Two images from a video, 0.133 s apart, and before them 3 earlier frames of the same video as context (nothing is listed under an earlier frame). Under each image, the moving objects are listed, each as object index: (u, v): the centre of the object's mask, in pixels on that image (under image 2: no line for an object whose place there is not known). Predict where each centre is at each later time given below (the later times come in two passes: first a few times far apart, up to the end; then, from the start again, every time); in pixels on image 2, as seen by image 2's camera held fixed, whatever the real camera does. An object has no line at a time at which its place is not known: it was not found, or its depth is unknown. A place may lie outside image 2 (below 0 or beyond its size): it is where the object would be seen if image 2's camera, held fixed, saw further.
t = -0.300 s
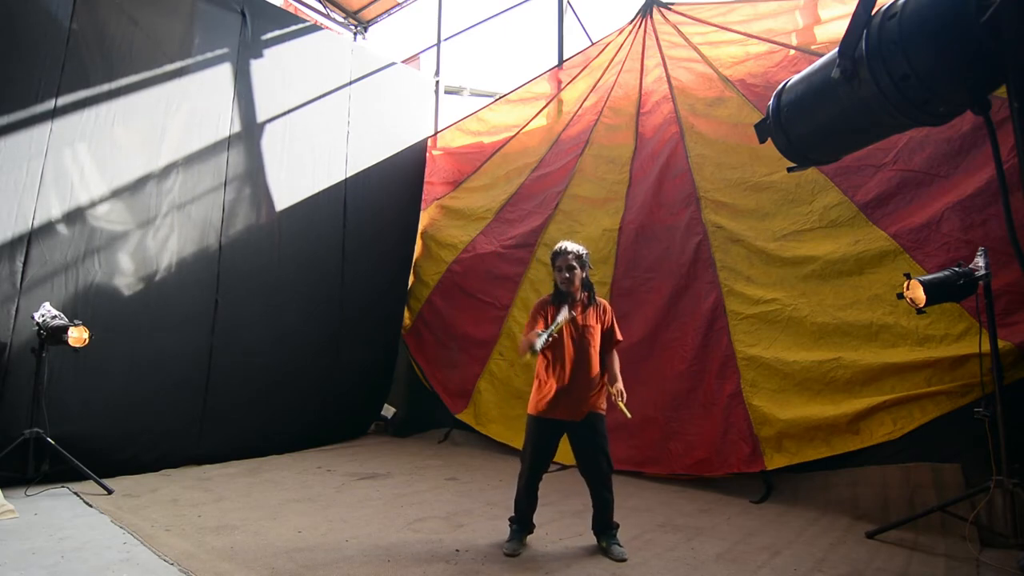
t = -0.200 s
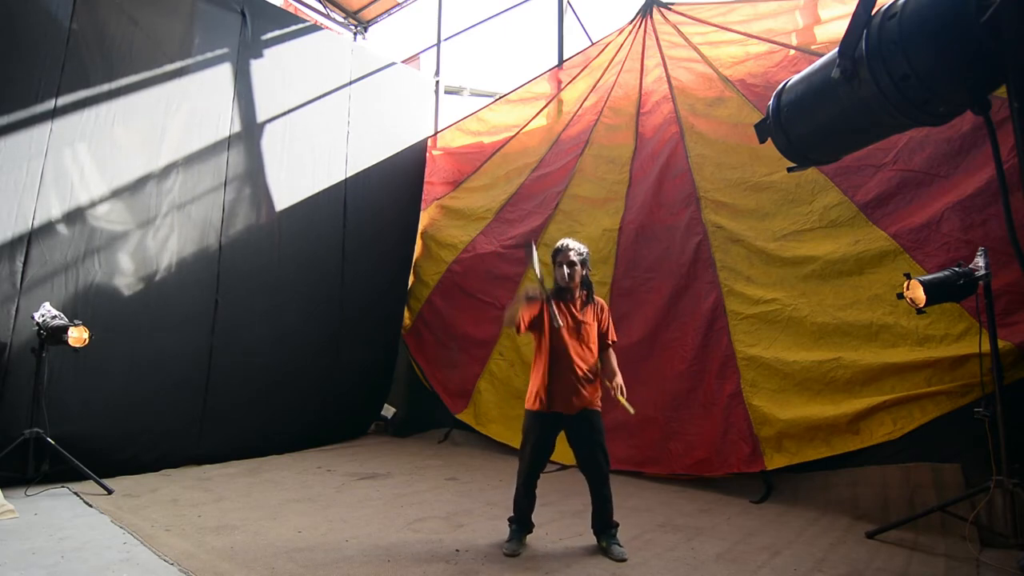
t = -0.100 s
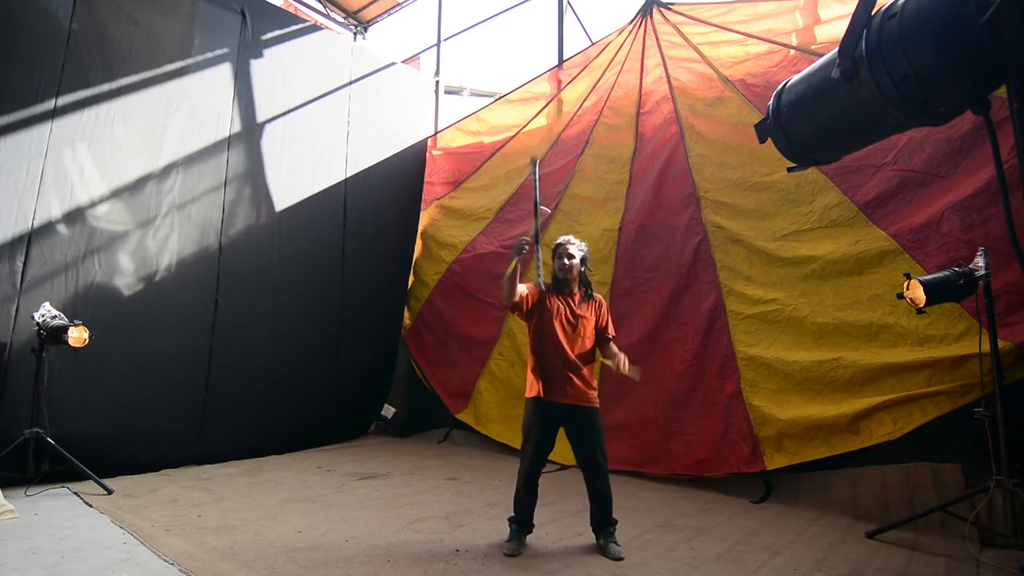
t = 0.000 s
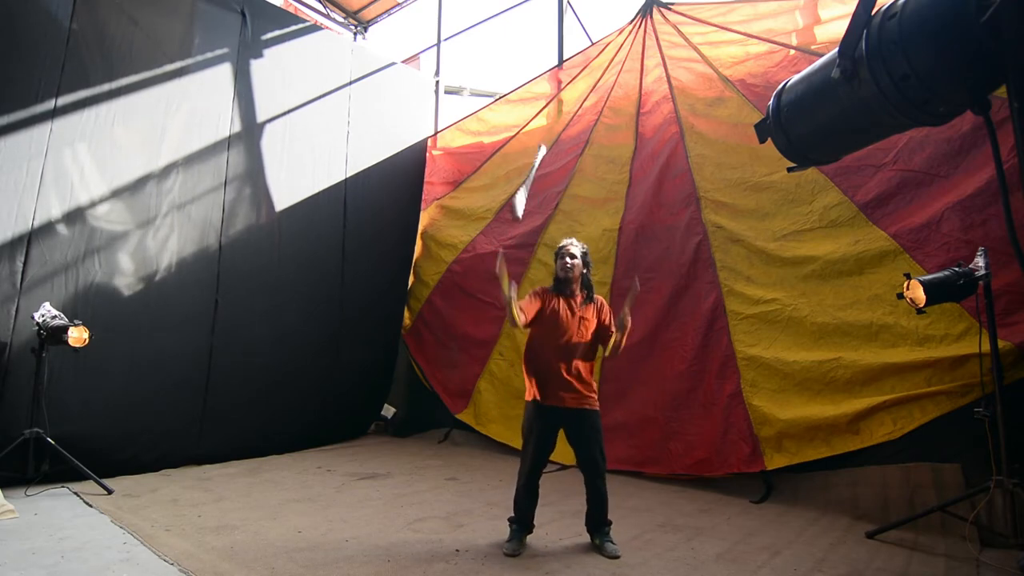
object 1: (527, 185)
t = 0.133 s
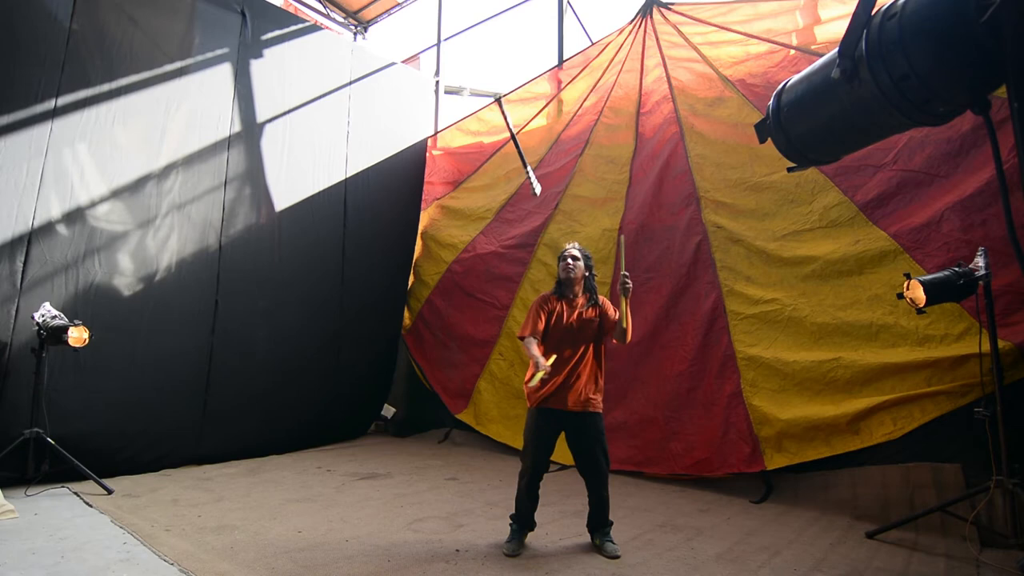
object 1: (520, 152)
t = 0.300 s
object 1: (503, 170)
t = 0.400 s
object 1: (497, 190)
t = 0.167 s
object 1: (517, 150)
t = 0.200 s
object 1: (514, 150)
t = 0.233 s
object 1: (511, 155)
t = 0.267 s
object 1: (507, 161)
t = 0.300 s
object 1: (503, 170)
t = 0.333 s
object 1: (500, 172)
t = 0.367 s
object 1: (499, 176)
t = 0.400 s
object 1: (497, 190)
